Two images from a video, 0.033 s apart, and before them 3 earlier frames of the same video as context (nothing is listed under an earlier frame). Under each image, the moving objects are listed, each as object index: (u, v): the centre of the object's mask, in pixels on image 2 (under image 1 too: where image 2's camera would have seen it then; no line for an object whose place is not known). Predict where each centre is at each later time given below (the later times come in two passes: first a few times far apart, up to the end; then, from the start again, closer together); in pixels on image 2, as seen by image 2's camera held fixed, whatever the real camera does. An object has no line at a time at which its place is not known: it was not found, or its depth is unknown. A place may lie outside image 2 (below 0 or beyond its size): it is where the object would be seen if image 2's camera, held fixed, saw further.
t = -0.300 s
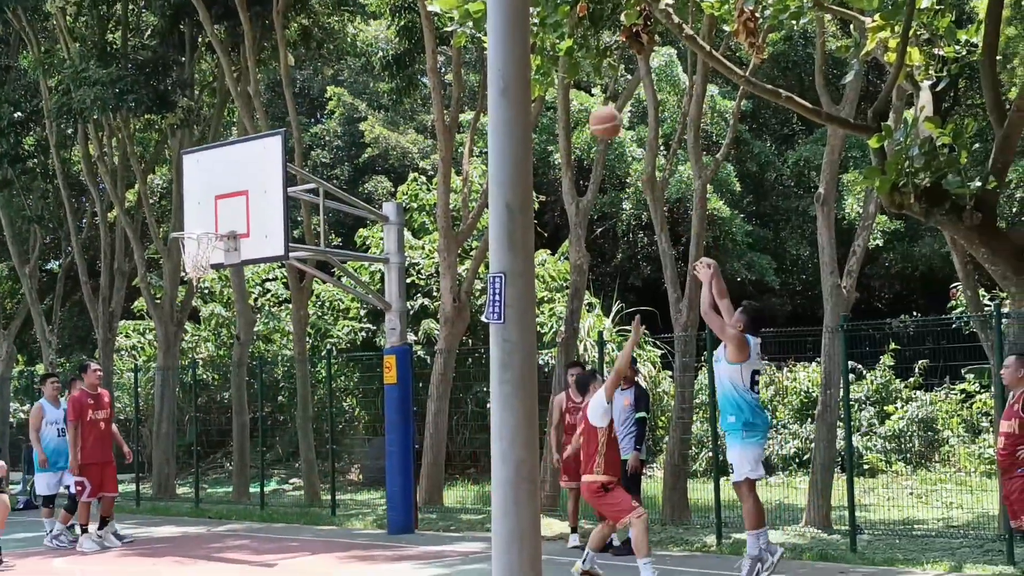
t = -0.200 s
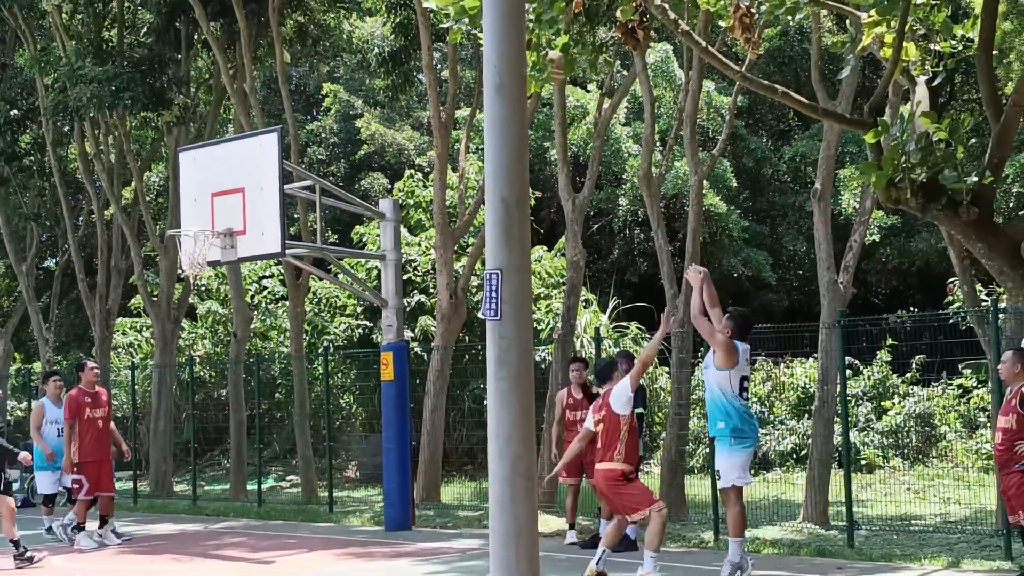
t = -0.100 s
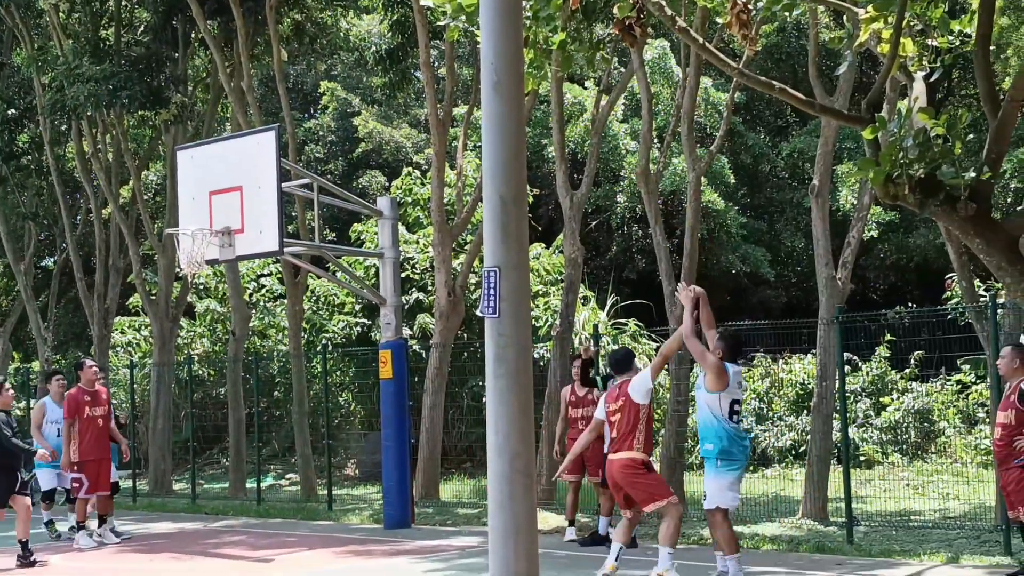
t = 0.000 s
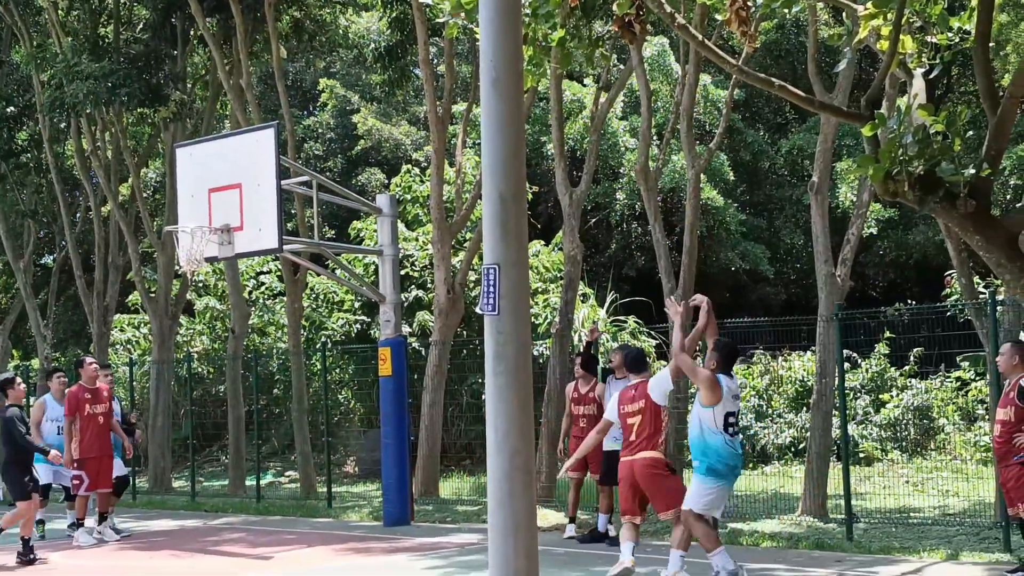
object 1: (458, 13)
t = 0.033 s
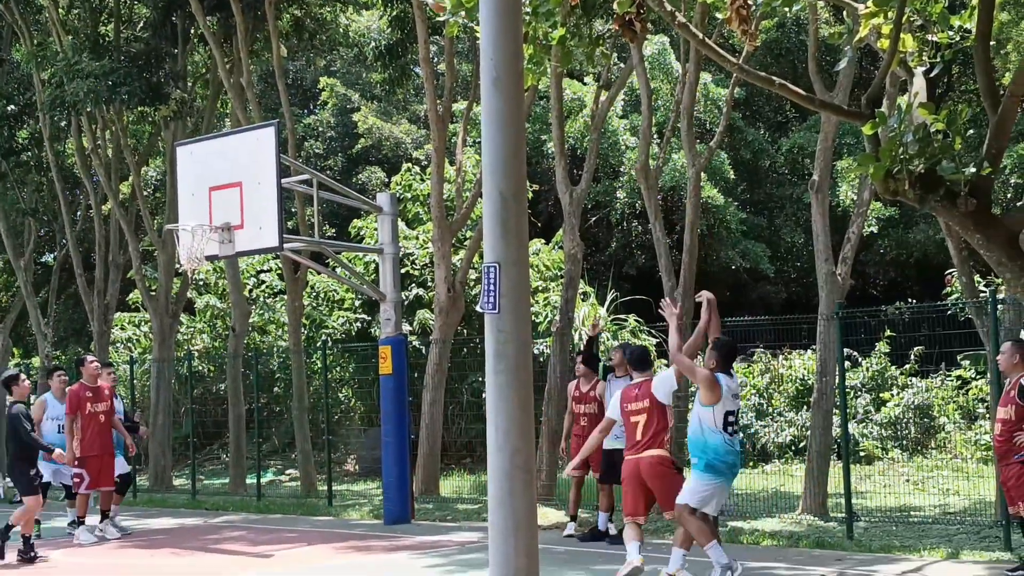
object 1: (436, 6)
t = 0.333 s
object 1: (328, 19)
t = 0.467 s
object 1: (284, 58)
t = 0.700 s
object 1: (215, 170)
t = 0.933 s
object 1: (176, 241)
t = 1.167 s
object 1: (181, 255)
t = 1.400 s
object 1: (198, 267)
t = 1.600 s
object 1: (206, 299)
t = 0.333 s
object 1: (328, 19)
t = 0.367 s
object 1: (316, 26)
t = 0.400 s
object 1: (305, 35)
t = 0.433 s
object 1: (294, 47)
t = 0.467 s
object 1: (284, 58)
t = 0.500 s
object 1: (273, 71)
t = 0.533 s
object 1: (263, 85)
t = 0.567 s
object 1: (253, 100)
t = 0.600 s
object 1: (243, 115)
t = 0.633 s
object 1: (234, 131)
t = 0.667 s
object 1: (224, 150)
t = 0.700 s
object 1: (215, 170)
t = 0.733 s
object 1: (206, 189)
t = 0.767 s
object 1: (196, 210)
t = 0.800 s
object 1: (189, 234)
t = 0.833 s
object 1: (178, 245)
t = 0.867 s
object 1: (178, 248)
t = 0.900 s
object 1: (175, 245)
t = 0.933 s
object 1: (176, 241)
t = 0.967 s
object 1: (181, 244)
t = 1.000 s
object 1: (181, 247)
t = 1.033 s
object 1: (181, 246)
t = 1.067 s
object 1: (190, 255)
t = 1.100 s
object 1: (181, 253)
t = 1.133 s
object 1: (176, 252)
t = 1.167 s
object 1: (181, 255)
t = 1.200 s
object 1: (181, 257)
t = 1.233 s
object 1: (190, 263)
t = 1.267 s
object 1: (191, 264)
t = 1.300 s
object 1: (193, 264)
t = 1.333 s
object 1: (196, 264)
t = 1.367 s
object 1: (196, 265)
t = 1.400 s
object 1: (198, 267)
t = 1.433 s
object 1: (199, 269)
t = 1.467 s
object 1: (201, 272)
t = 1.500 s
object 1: (201, 275)
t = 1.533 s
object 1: (203, 280)
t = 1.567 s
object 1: (205, 290)
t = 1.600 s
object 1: (206, 299)
